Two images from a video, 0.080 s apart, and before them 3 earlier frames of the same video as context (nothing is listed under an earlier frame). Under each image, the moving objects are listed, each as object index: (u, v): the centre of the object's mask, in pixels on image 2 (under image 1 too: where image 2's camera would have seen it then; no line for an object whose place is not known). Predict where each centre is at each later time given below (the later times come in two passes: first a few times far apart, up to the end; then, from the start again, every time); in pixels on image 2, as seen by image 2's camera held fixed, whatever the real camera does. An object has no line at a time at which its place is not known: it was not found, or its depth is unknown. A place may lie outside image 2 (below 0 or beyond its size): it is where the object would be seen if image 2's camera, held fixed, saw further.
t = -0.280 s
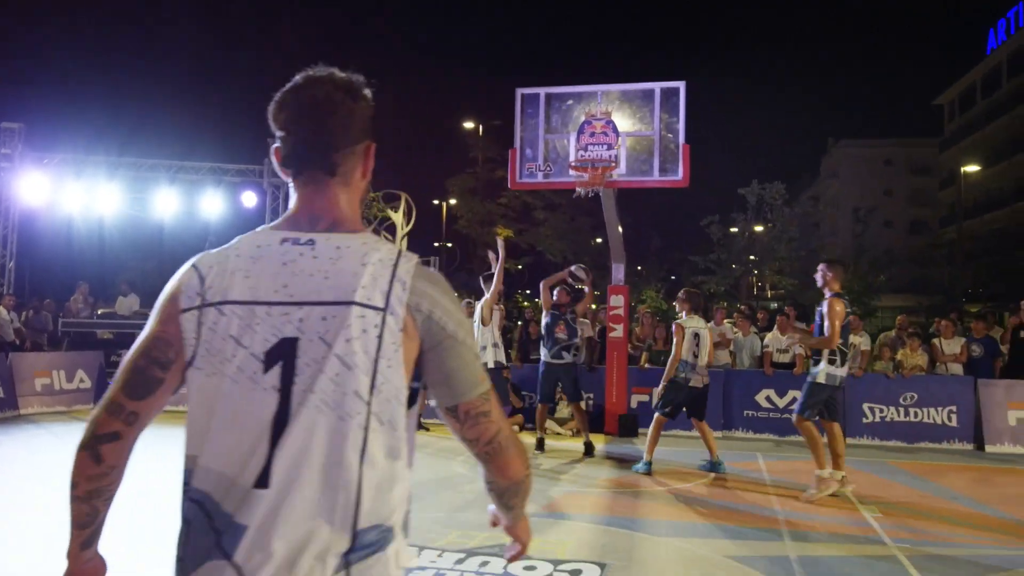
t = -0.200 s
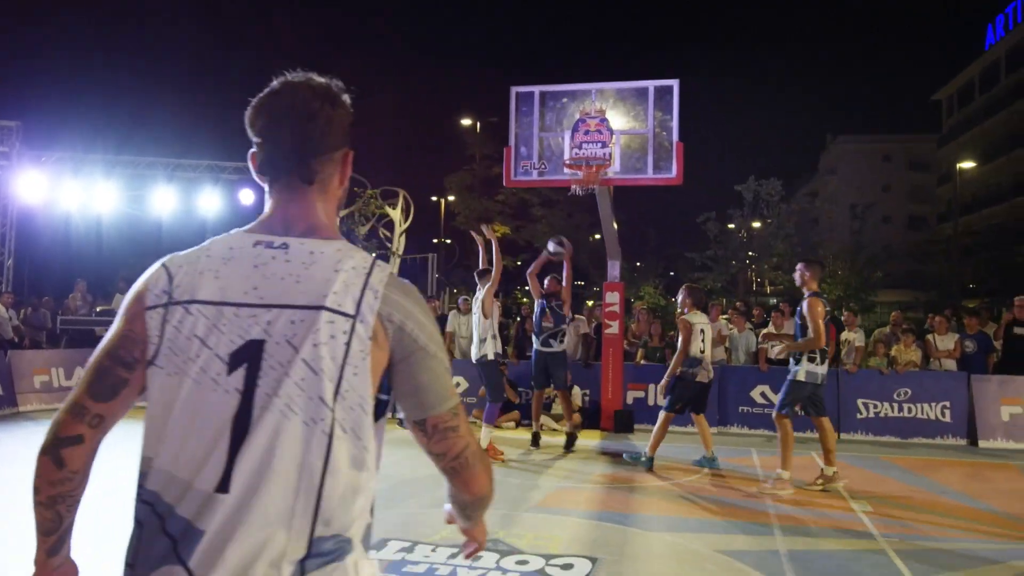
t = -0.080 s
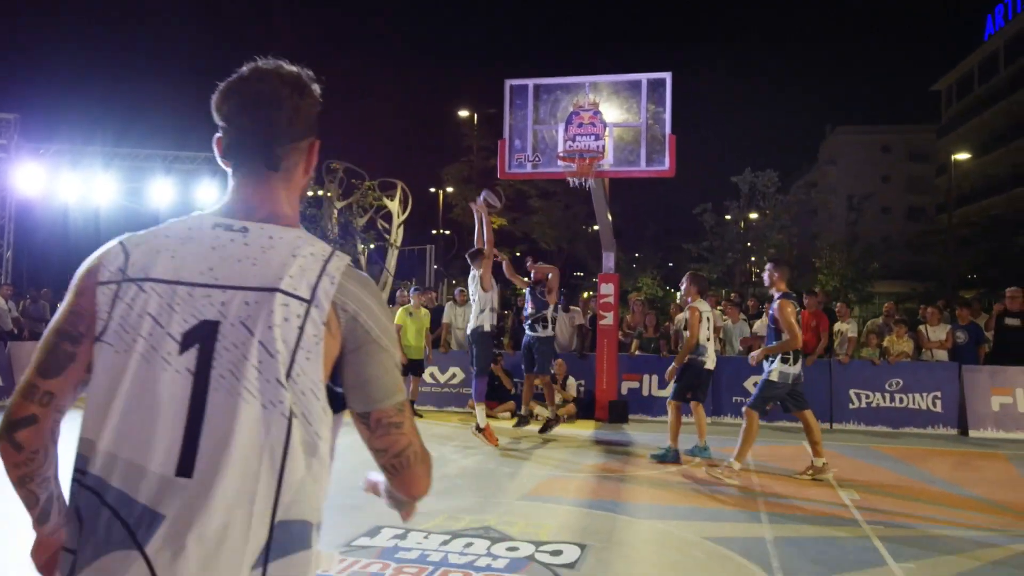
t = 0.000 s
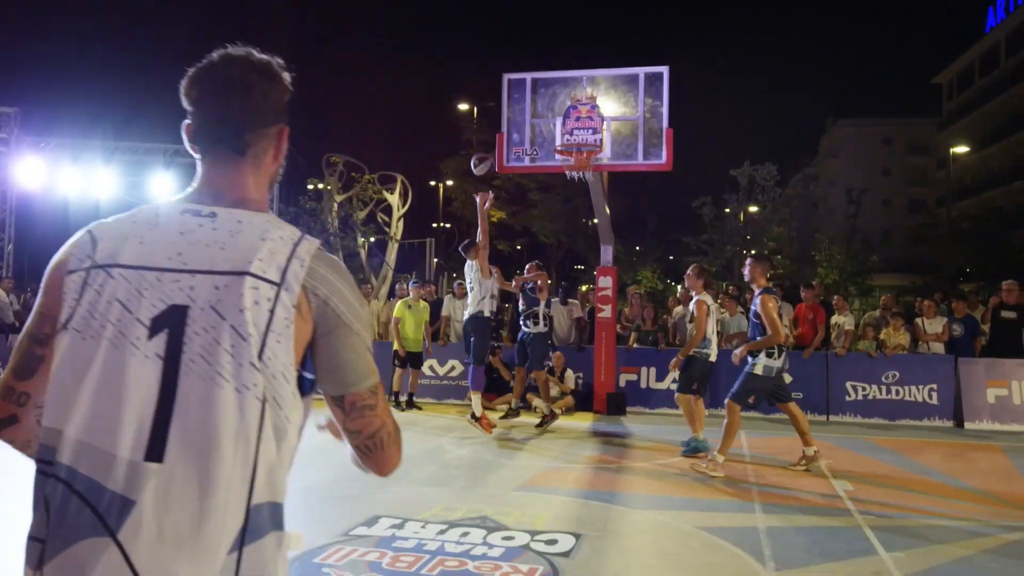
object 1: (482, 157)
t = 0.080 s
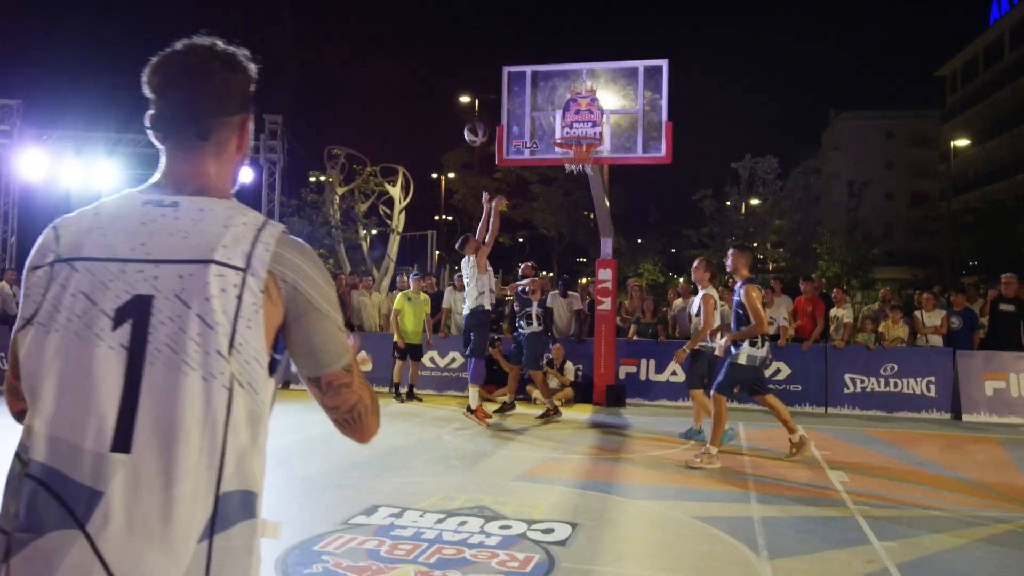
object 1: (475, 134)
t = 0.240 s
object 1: (460, 104)
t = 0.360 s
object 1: (446, 98)
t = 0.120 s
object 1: (472, 125)
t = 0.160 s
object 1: (468, 117)
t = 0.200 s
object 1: (463, 108)
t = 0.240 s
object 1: (460, 104)
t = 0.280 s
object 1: (455, 100)
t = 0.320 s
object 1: (451, 98)
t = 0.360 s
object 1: (446, 98)
